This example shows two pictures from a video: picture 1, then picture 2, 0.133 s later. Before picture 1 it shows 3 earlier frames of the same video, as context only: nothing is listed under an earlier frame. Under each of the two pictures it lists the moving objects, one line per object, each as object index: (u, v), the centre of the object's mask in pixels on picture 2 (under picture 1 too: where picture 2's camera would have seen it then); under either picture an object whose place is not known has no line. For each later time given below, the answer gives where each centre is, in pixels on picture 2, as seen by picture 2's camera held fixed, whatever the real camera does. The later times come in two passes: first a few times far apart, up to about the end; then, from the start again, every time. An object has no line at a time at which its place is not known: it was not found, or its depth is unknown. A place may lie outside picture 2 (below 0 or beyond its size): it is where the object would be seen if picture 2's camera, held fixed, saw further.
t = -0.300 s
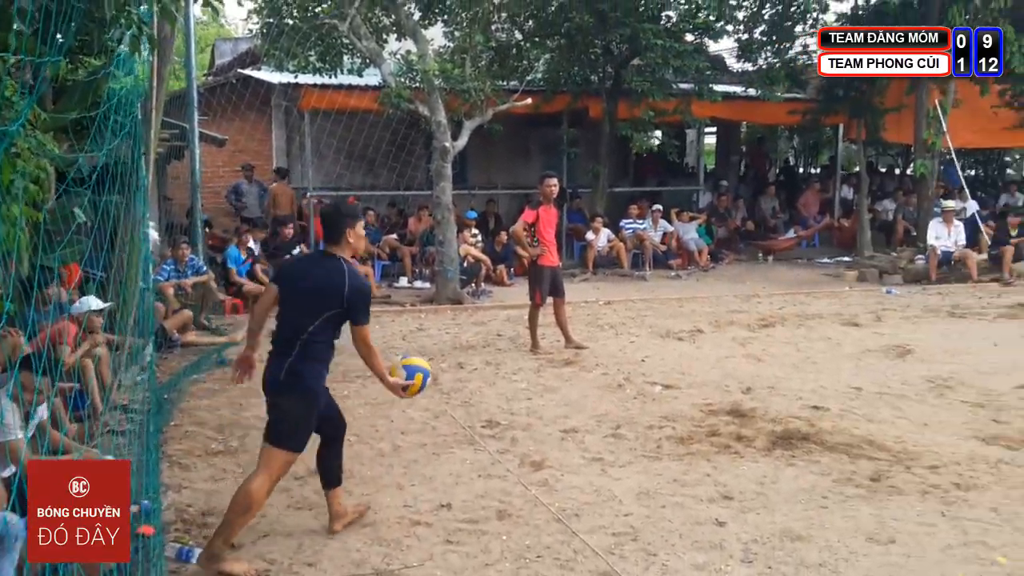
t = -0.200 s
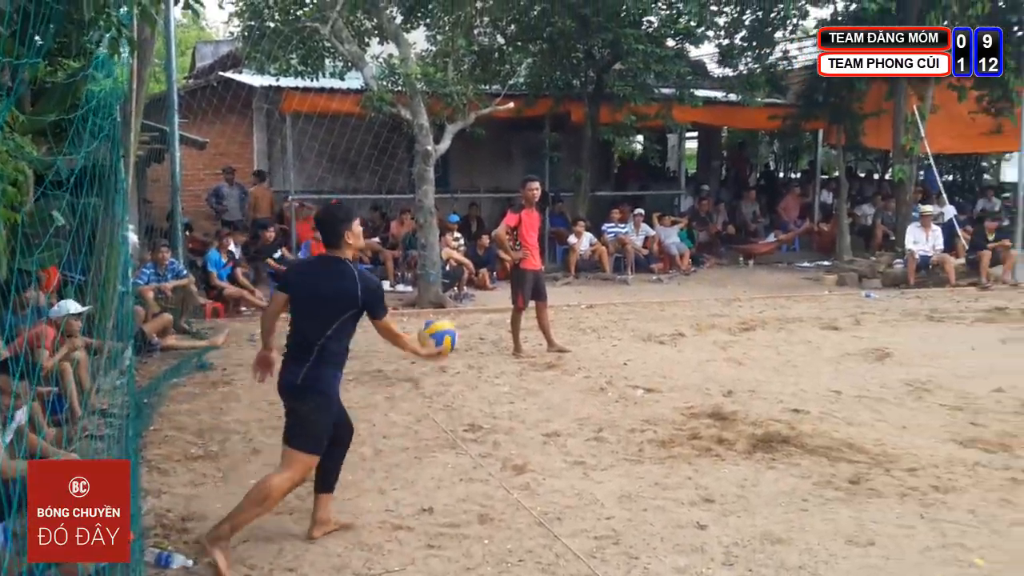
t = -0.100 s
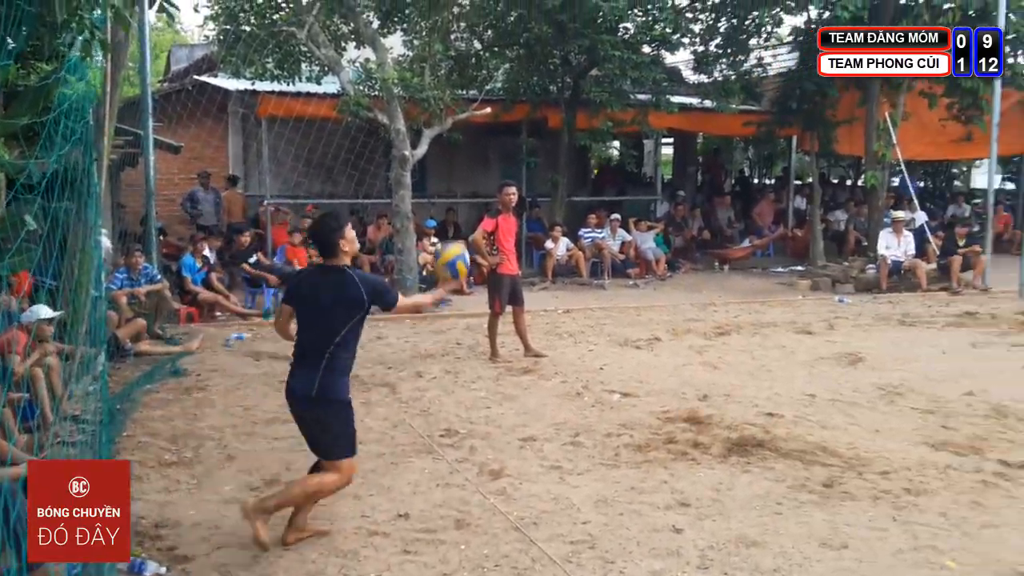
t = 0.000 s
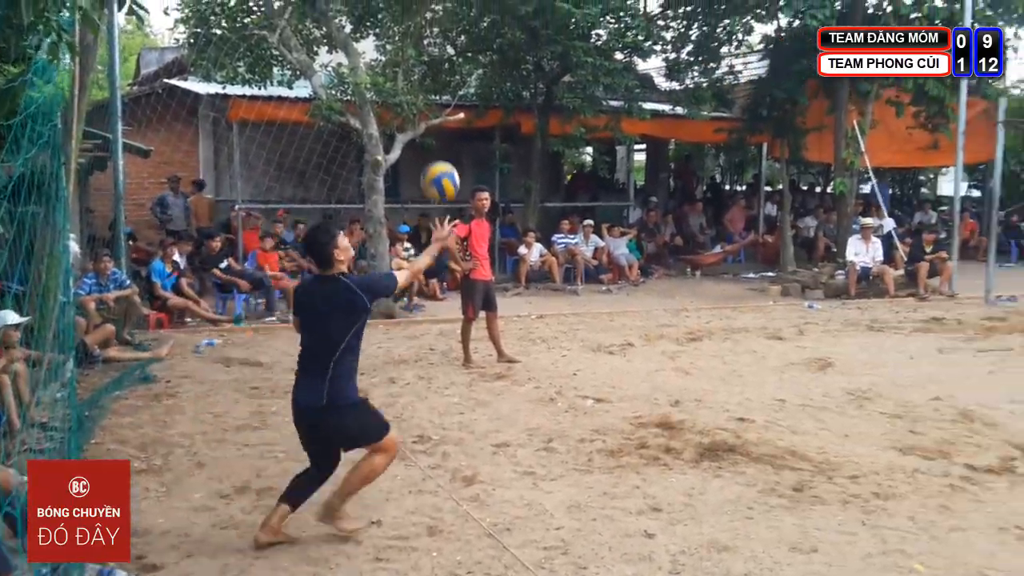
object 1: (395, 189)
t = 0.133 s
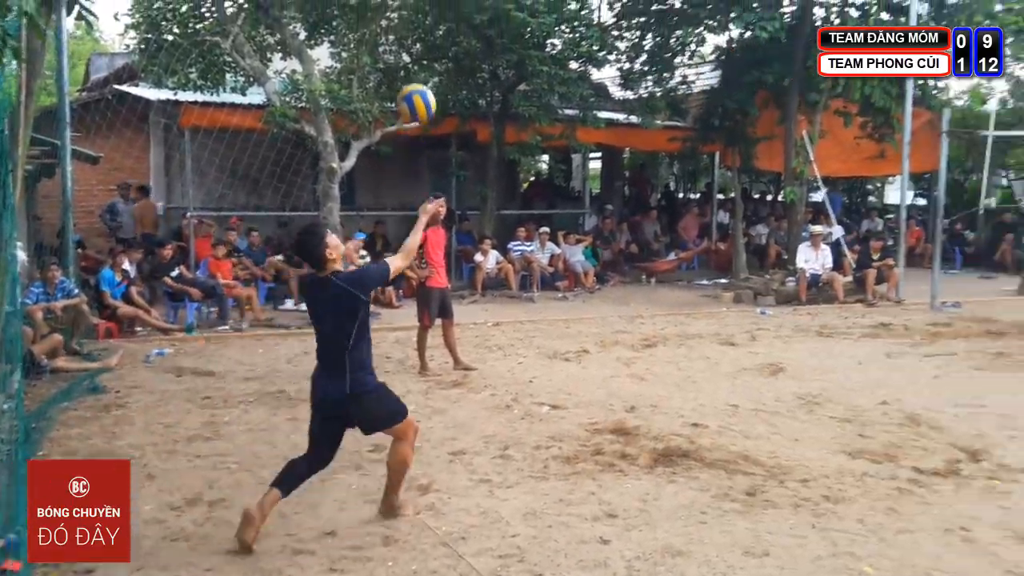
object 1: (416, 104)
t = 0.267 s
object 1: (435, 51)
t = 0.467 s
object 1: (463, 33)
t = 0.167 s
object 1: (421, 89)
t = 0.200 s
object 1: (426, 74)
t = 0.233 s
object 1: (430, 61)
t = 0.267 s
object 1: (435, 51)
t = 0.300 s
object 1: (440, 43)
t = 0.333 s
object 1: (445, 37)
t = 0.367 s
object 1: (450, 33)
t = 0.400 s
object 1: (455, 31)
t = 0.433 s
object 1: (459, 31)
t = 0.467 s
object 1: (463, 33)
